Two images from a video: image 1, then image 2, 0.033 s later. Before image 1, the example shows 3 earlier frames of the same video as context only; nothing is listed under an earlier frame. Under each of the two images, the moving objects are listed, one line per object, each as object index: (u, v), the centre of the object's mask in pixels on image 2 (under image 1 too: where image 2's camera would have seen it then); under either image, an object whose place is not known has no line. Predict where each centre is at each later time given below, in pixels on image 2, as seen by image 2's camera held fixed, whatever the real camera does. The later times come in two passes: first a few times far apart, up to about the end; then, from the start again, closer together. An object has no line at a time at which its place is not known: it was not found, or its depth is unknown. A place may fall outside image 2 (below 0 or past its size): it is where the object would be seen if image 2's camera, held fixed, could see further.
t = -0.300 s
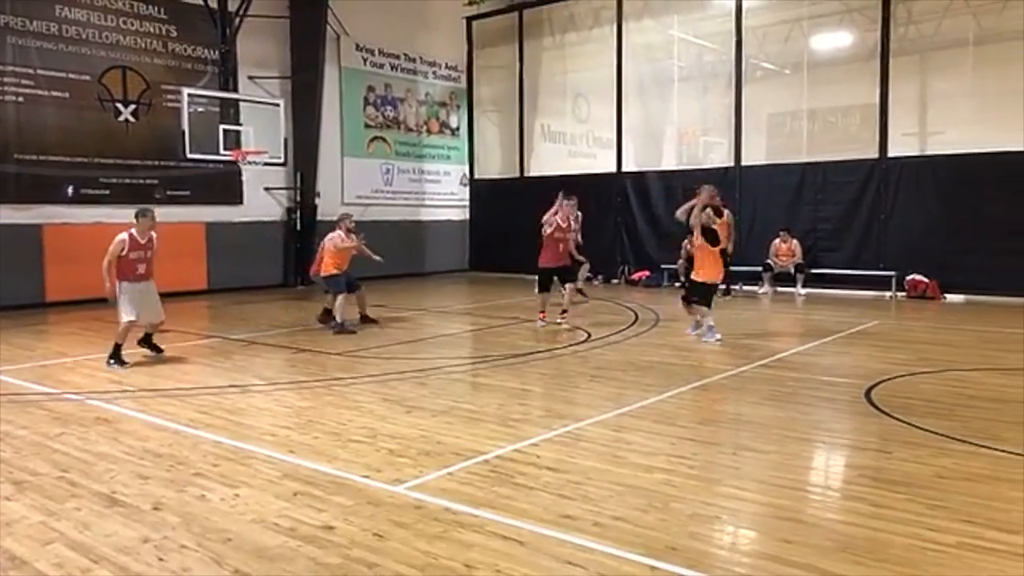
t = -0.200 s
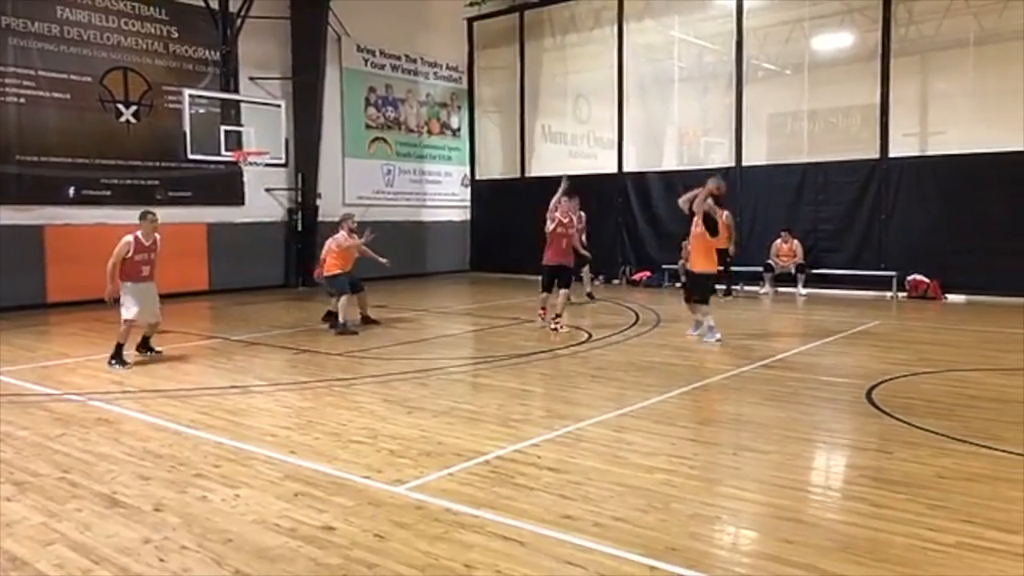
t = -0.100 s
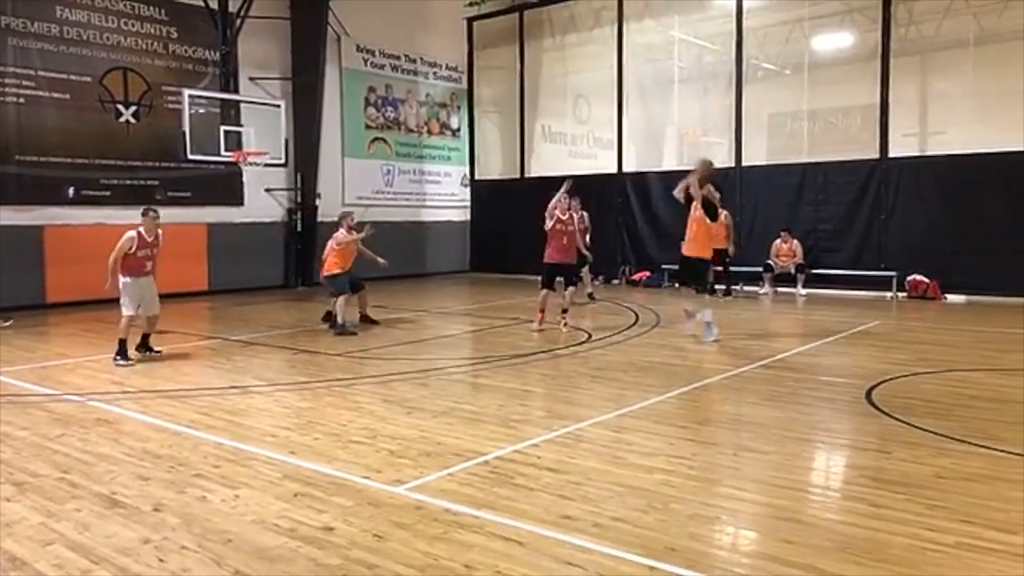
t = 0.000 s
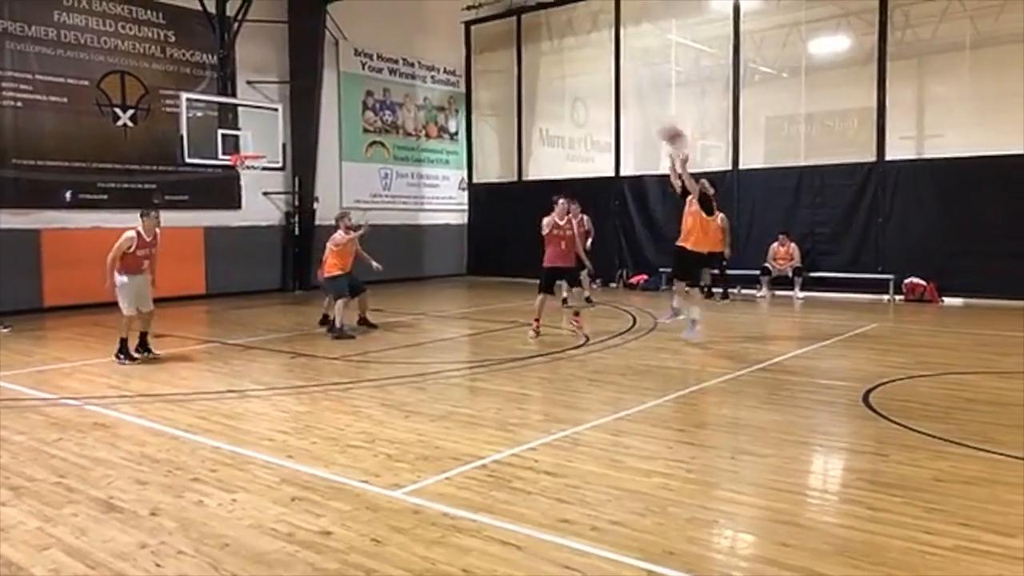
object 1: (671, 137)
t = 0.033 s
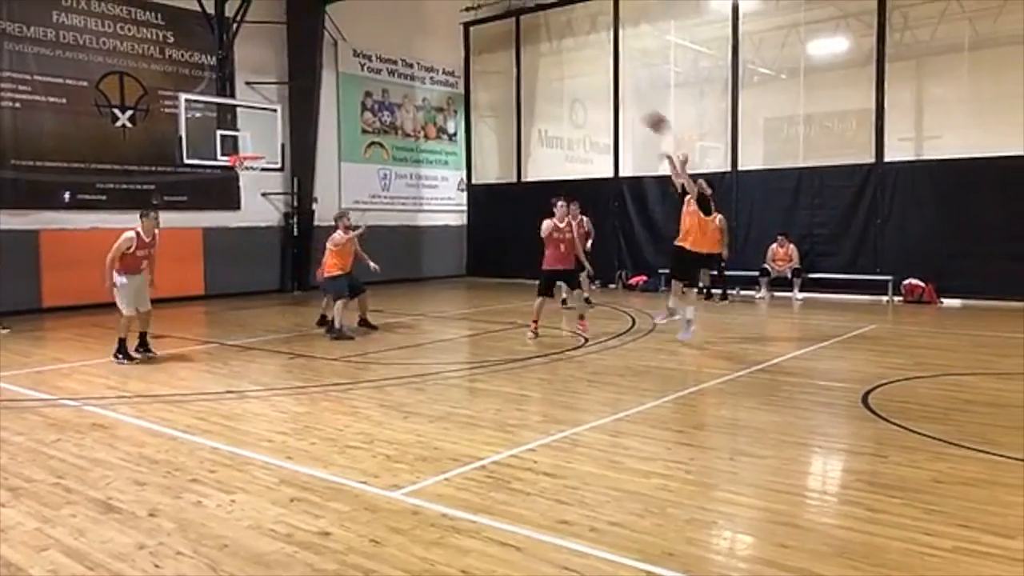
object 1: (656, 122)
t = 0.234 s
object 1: (569, 55)
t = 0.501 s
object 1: (466, 18)
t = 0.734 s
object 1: (386, 30)
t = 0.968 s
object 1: (312, 75)
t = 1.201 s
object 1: (252, 150)
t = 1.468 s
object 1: (249, 189)
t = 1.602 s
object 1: (257, 218)
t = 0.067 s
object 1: (642, 109)
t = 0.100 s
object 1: (628, 95)
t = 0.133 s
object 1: (610, 83)
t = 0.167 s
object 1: (598, 73)
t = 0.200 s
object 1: (582, 63)
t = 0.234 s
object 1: (569, 55)
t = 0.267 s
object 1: (556, 48)
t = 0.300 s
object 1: (544, 41)
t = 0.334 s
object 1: (531, 35)
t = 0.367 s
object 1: (516, 27)
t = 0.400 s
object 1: (501, 23)
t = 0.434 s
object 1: (489, 21)
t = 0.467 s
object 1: (477, 22)
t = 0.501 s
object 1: (466, 18)
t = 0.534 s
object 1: (453, 18)
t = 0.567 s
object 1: (442, 18)
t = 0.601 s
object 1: (429, 19)
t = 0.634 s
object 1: (417, 20)
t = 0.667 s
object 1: (406, 23)
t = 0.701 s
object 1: (396, 26)
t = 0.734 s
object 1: (386, 30)
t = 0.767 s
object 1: (375, 35)
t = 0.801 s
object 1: (364, 42)
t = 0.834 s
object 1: (354, 46)
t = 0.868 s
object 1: (343, 49)
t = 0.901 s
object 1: (333, 61)
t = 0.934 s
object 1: (324, 66)
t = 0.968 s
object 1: (312, 75)
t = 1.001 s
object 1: (302, 84)
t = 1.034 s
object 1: (294, 93)
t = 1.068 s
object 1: (286, 101)
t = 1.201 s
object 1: (252, 150)
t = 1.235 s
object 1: (247, 157)
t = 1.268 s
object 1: (239, 162)
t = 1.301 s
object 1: (239, 167)
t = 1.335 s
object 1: (240, 171)
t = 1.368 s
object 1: (243, 176)
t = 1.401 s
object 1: (245, 180)
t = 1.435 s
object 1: (246, 184)
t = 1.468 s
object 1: (249, 189)
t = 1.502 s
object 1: (250, 196)
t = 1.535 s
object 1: (253, 203)
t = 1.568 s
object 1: (254, 210)
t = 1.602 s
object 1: (257, 218)
